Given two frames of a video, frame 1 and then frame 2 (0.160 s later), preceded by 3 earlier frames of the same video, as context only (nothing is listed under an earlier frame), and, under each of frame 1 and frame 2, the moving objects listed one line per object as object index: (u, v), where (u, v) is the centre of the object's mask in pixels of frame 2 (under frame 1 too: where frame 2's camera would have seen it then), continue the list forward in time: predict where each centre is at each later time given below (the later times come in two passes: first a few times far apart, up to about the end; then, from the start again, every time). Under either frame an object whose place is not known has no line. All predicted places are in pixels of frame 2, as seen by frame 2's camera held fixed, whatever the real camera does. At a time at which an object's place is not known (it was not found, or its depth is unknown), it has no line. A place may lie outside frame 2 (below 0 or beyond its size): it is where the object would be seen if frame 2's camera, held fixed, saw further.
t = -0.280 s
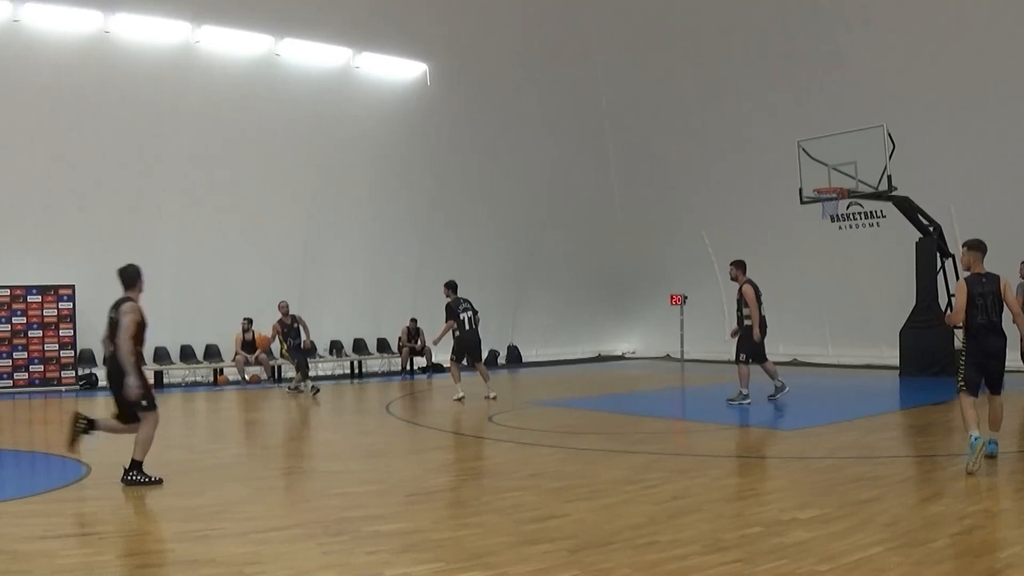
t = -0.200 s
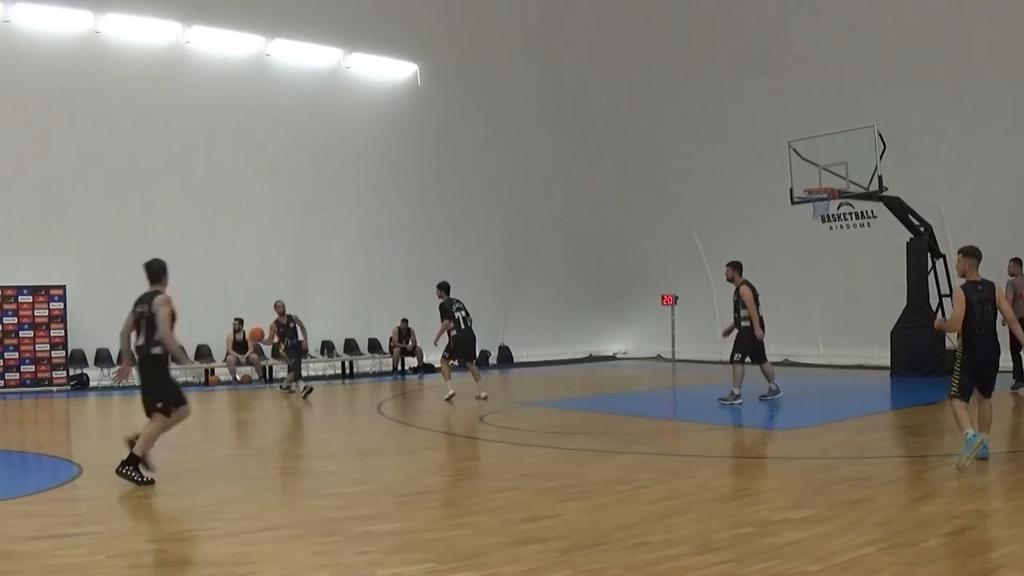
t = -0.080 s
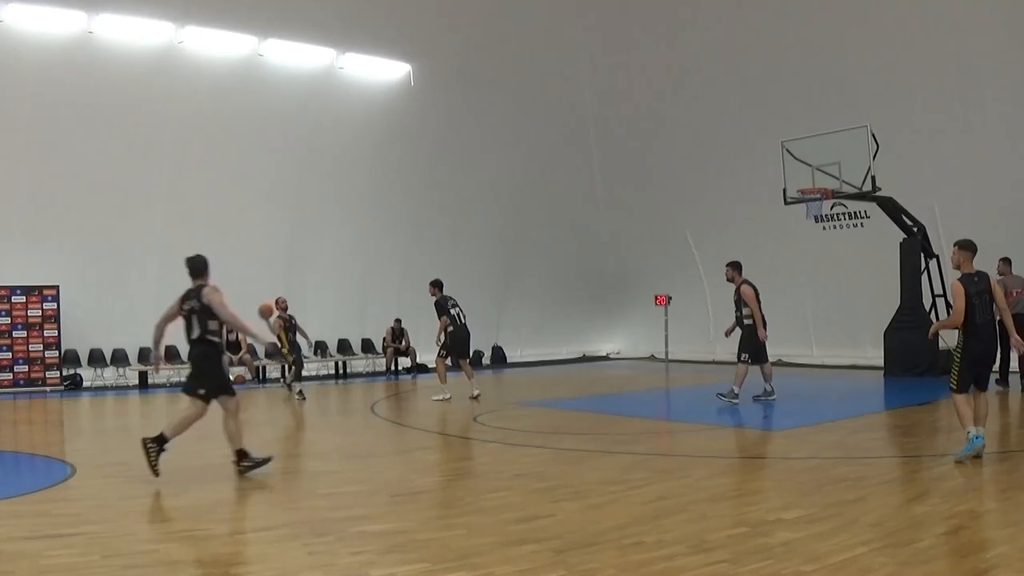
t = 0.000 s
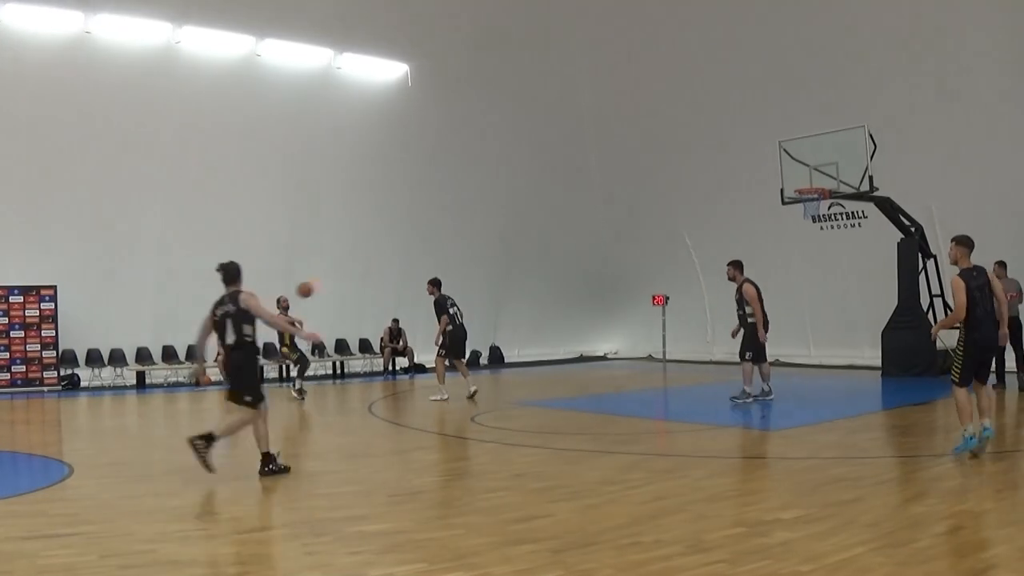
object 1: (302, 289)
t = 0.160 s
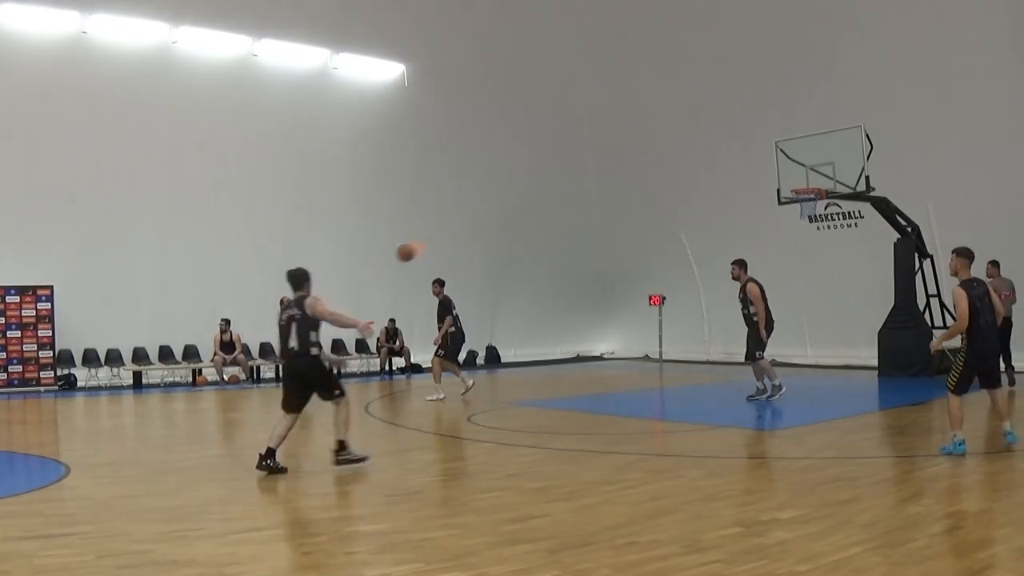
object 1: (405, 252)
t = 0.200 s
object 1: (434, 244)
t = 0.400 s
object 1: (597, 215)
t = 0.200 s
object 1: (434, 244)
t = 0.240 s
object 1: (464, 237)
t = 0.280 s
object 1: (495, 231)
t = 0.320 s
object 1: (527, 224)
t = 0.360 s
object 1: (561, 219)
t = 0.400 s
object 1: (597, 215)
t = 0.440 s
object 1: (633, 212)
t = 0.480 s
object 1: (671, 210)
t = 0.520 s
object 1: (711, 209)
